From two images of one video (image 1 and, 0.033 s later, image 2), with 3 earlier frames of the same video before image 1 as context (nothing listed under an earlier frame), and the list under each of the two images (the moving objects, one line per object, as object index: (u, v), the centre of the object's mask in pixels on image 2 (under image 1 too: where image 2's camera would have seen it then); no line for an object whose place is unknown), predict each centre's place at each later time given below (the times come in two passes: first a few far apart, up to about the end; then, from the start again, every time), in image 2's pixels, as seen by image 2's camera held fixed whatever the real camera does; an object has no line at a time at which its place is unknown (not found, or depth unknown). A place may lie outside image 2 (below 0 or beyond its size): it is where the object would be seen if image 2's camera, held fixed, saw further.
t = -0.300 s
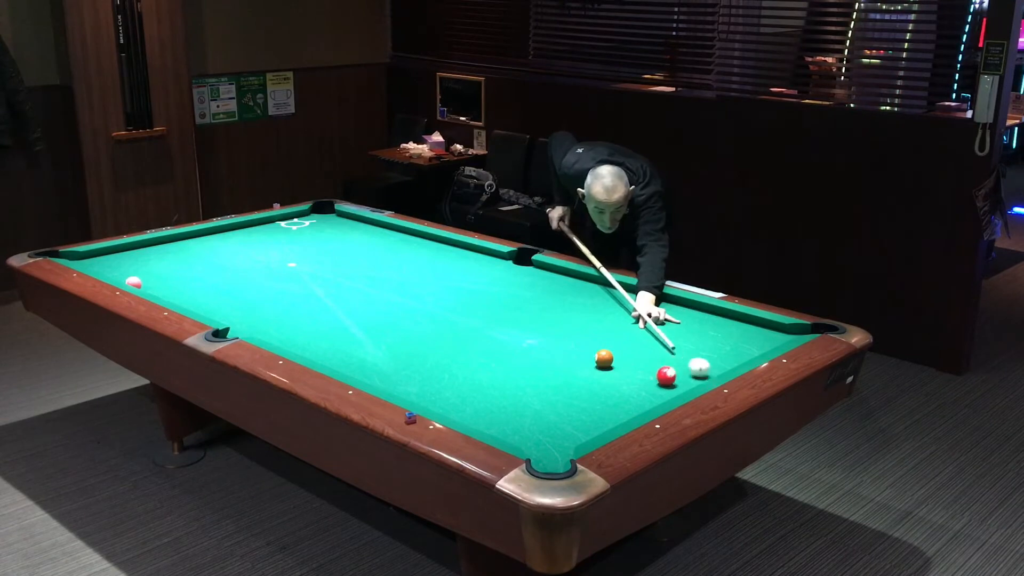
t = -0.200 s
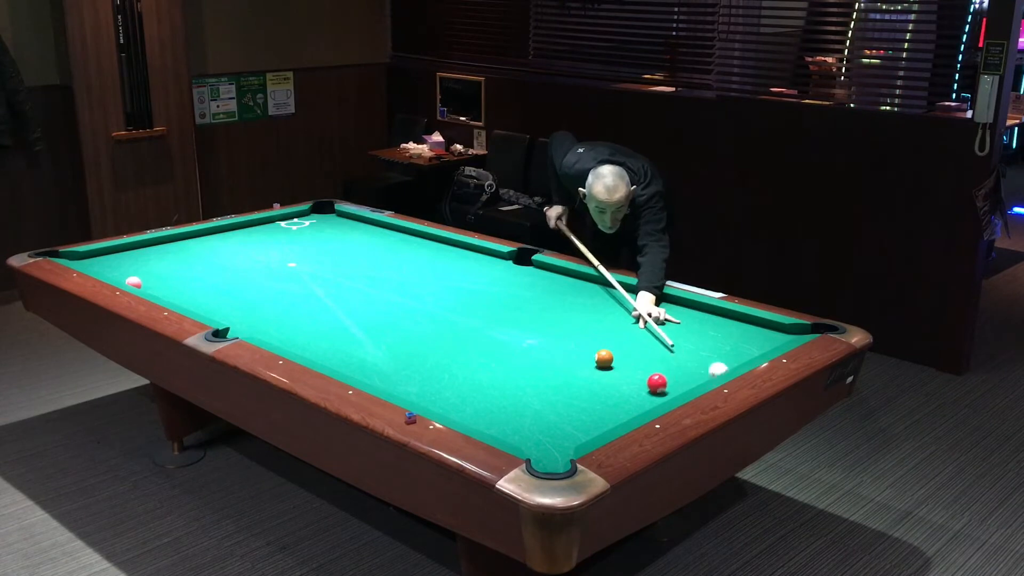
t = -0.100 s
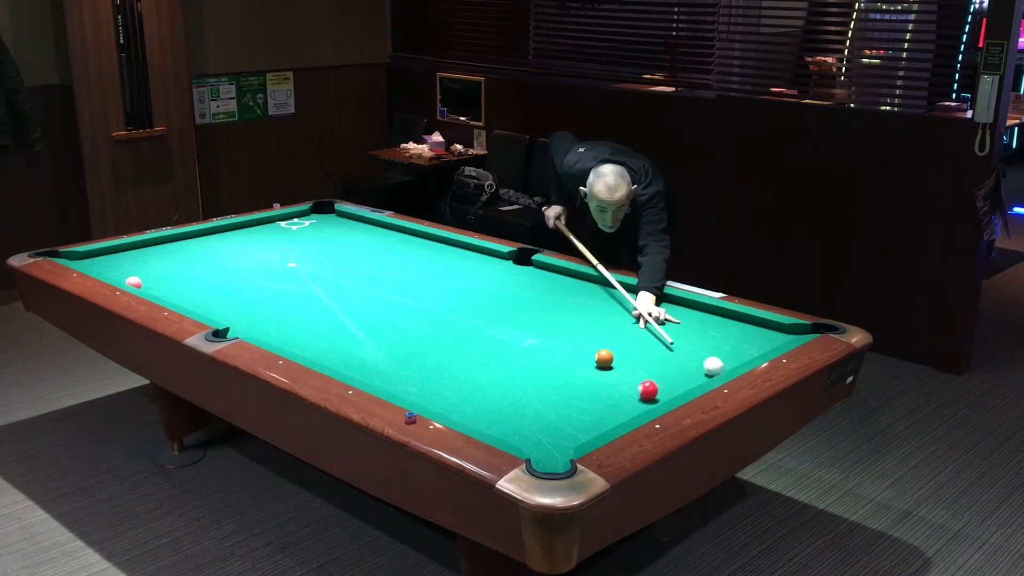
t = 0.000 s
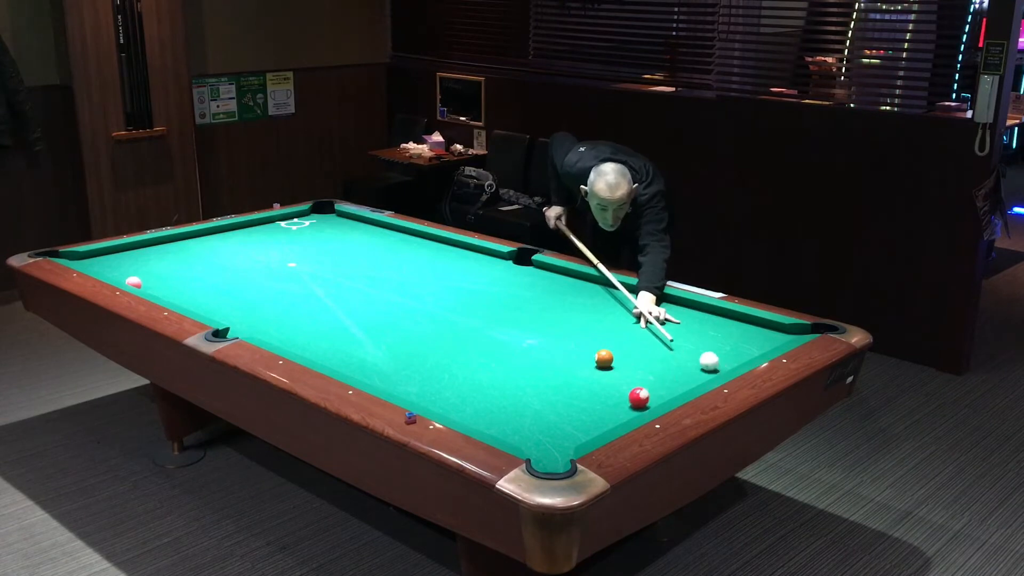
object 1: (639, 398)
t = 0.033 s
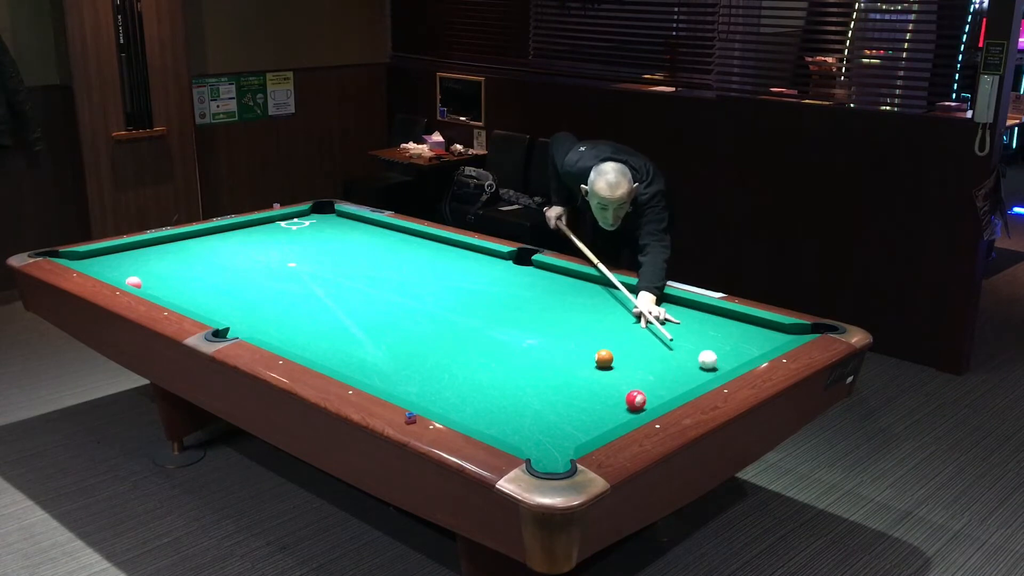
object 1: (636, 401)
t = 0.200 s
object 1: (620, 413)
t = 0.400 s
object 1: (599, 426)
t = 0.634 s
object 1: (570, 441)
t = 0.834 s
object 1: (543, 452)
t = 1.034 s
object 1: (545, 459)
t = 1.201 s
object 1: (556, 463)
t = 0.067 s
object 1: (633, 403)
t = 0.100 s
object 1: (629, 406)
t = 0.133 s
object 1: (626, 408)
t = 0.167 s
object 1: (623, 410)
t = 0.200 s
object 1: (620, 413)
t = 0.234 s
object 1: (616, 415)
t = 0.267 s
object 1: (613, 417)
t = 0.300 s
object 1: (610, 419)
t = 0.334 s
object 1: (606, 422)
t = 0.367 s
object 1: (603, 424)
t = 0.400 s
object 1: (599, 426)
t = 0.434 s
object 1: (596, 428)
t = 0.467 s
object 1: (592, 430)
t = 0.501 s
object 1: (588, 432)
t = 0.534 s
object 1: (584, 434)
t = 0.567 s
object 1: (578, 437)
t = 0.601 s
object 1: (574, 440)
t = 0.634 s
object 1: (570, 441)
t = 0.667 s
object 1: (566, 444)
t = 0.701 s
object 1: (561, 446)
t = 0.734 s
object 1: (557, 447)
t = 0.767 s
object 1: (552, 449)
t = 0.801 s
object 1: (548, 450)
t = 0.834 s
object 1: (543, 452)
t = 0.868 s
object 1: (539, 454)
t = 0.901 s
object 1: (536, 455)
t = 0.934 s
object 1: (538, 456)
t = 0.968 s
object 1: (540, 457)
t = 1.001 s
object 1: (542, 458)
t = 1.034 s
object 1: (545, 459)
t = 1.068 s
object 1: (547, 459)
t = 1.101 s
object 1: (550, 460)
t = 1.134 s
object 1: (552, 461)
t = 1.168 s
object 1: (554, 462)
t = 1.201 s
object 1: (556, 463)
